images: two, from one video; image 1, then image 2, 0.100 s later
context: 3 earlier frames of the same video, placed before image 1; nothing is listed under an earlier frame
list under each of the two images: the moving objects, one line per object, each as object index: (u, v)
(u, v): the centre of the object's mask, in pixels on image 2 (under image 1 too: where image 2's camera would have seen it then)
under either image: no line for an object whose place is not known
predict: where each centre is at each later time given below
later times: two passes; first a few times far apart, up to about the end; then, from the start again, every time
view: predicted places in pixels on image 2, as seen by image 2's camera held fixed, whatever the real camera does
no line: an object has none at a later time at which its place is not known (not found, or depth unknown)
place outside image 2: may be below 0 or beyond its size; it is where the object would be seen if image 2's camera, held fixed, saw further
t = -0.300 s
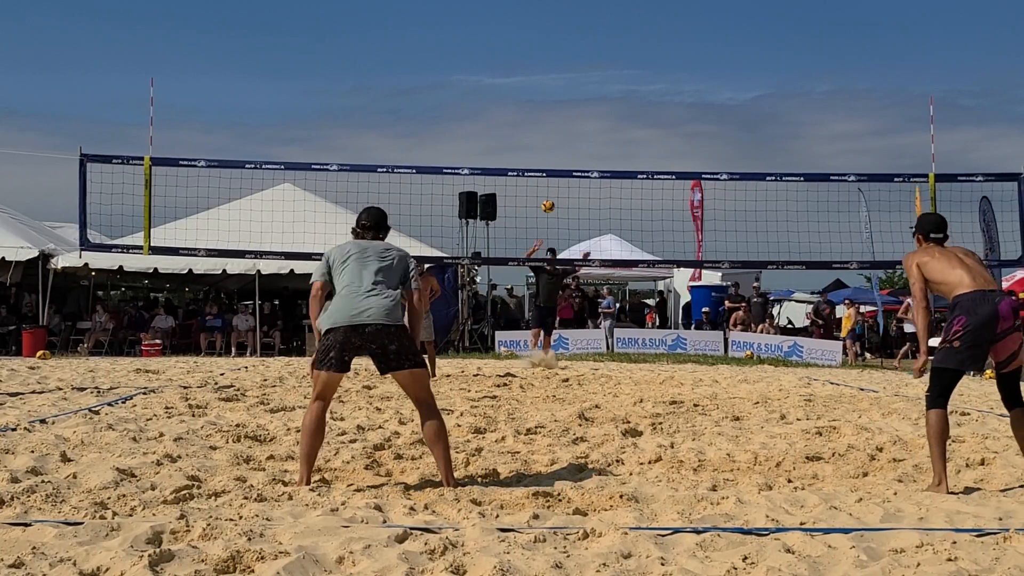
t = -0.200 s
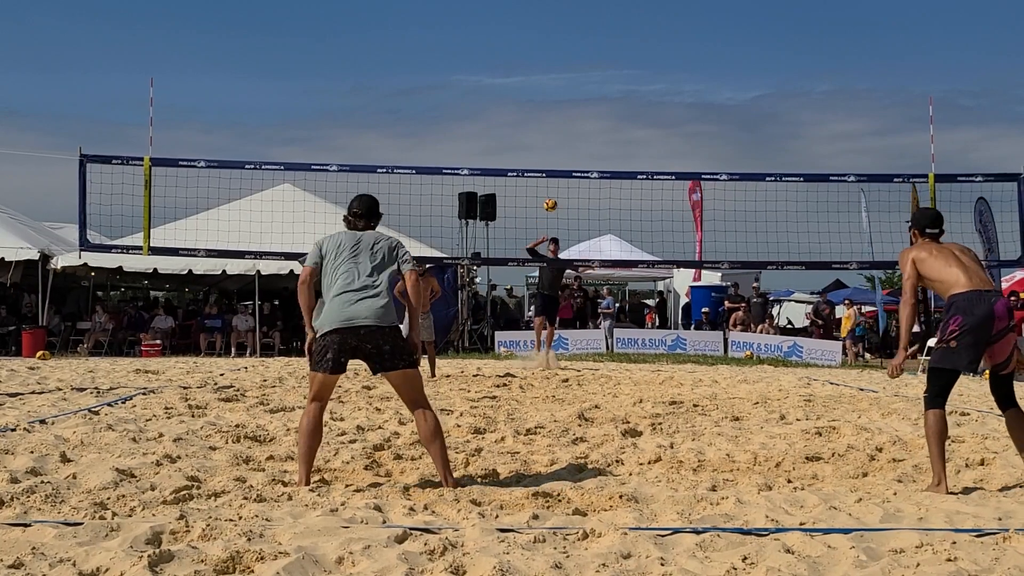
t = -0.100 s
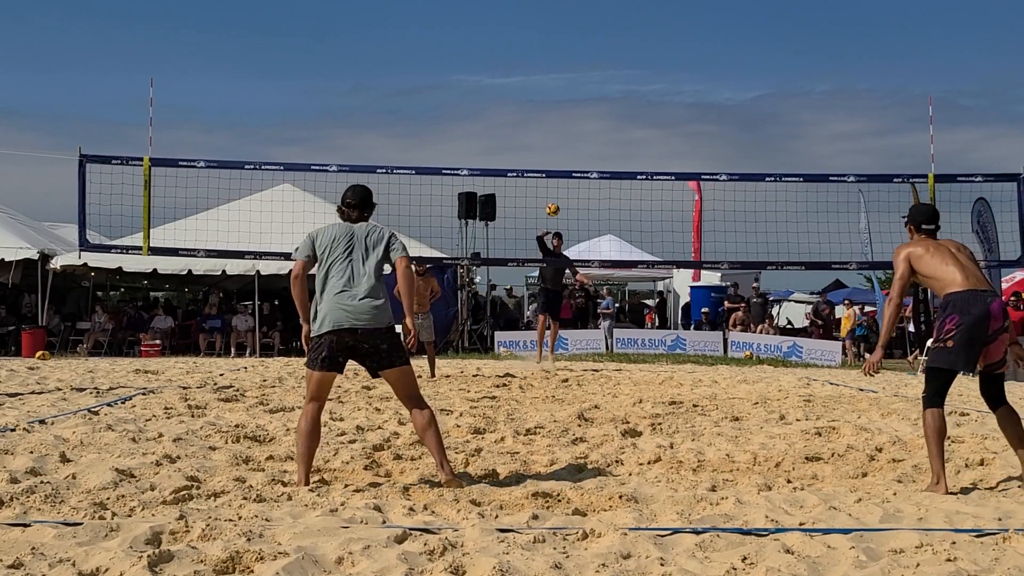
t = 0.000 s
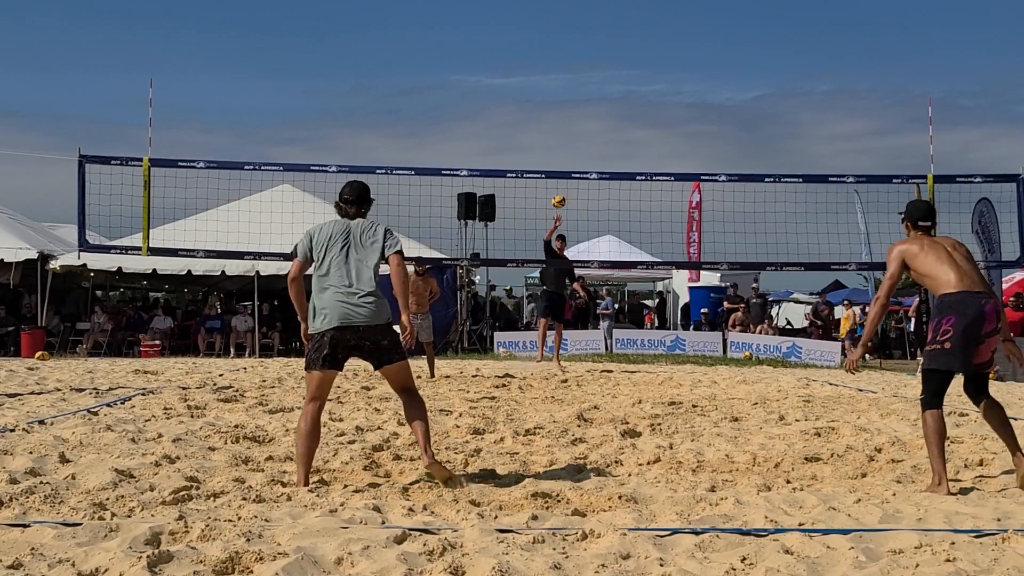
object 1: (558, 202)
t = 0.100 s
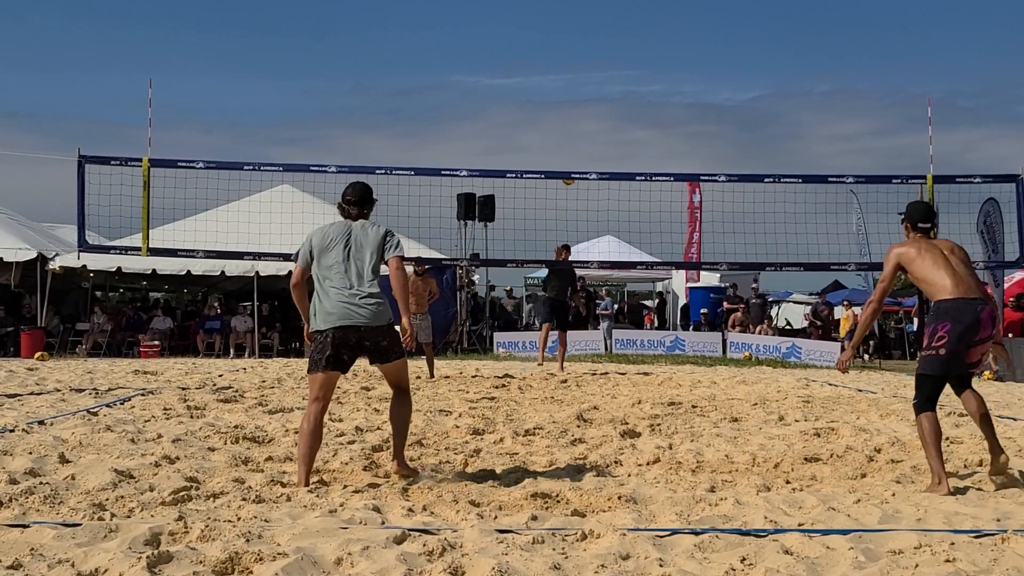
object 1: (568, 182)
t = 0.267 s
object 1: (587, 146)
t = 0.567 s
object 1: (626, 137)
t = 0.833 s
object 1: (681, 225)
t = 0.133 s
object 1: (572, 167)
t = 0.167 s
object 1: (576, 163)
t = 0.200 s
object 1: (579, 157)
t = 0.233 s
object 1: (583, 151)
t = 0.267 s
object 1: (587, 146)
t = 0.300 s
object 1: (590, 142)
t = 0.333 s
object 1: (594, 138)
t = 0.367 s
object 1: (598, 135)
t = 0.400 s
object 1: (602, 133)
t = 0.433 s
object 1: (607, 132)
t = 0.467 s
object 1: (611, 131)
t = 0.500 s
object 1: (616, 132)
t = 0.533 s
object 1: (621, 134)
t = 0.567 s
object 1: (626, 137)
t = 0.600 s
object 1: (632, 141)
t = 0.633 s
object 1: (638, 148)
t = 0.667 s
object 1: (644, 156)
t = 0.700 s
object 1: (651, 165)
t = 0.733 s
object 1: (658, 177)
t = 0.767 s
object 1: (665, 191)
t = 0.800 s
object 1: (673, 207)
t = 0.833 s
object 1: (681, 225)
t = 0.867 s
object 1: (690, 247)
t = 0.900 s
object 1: (699, 272)
